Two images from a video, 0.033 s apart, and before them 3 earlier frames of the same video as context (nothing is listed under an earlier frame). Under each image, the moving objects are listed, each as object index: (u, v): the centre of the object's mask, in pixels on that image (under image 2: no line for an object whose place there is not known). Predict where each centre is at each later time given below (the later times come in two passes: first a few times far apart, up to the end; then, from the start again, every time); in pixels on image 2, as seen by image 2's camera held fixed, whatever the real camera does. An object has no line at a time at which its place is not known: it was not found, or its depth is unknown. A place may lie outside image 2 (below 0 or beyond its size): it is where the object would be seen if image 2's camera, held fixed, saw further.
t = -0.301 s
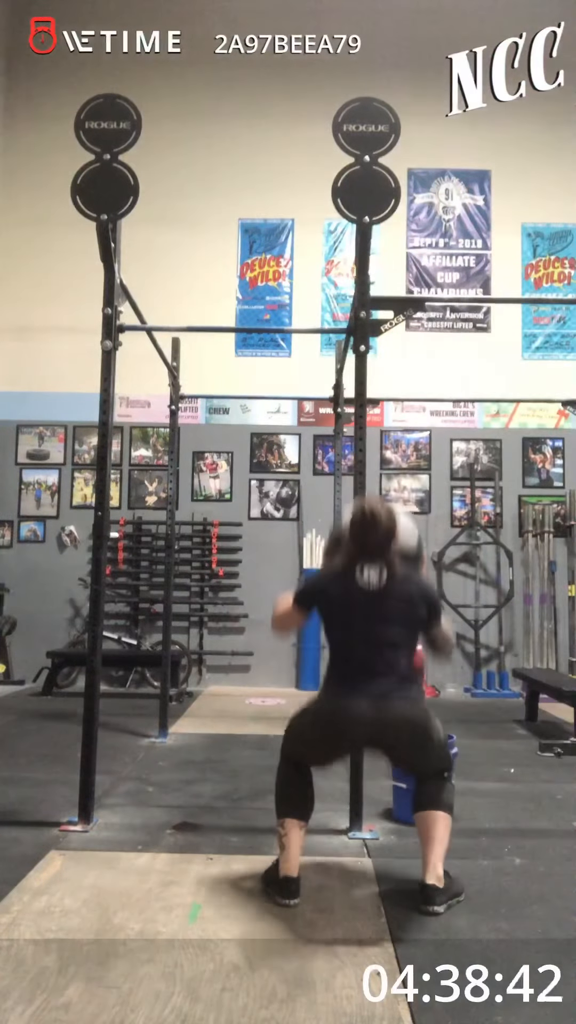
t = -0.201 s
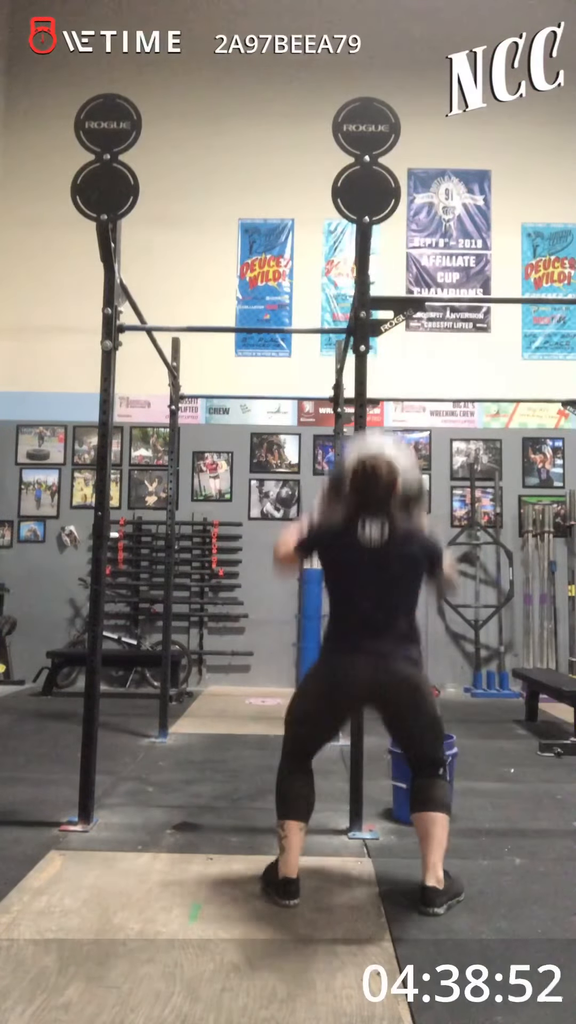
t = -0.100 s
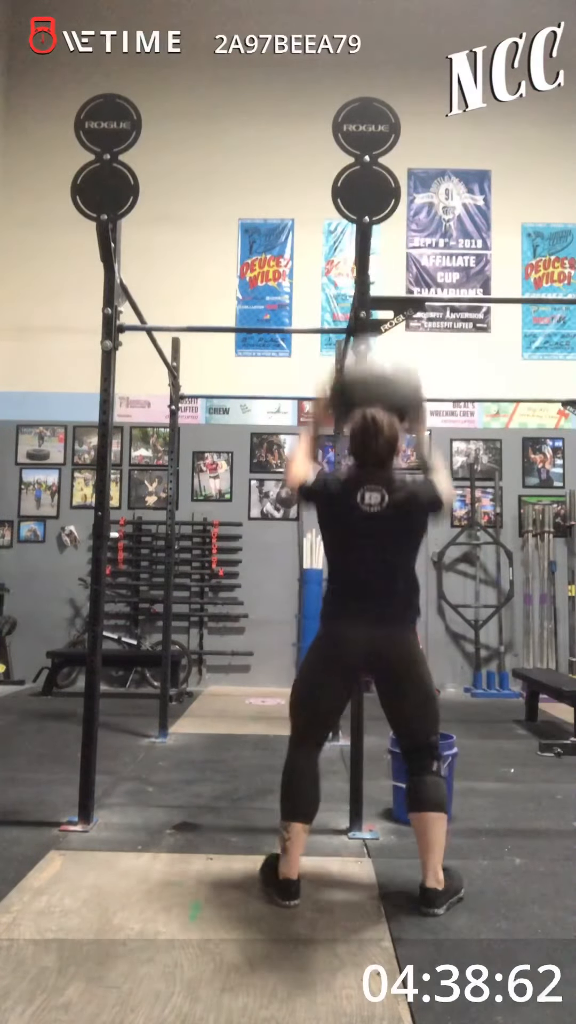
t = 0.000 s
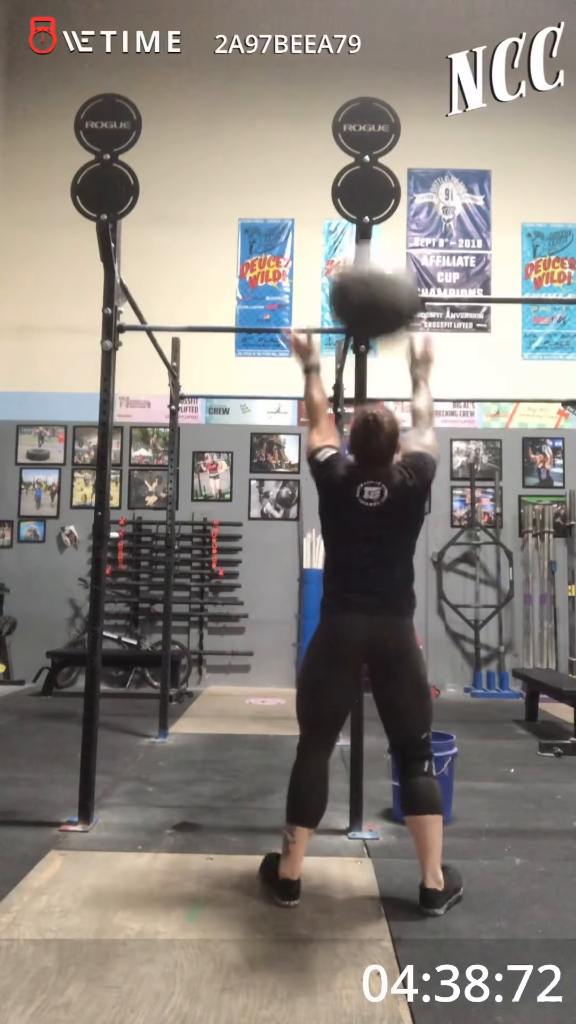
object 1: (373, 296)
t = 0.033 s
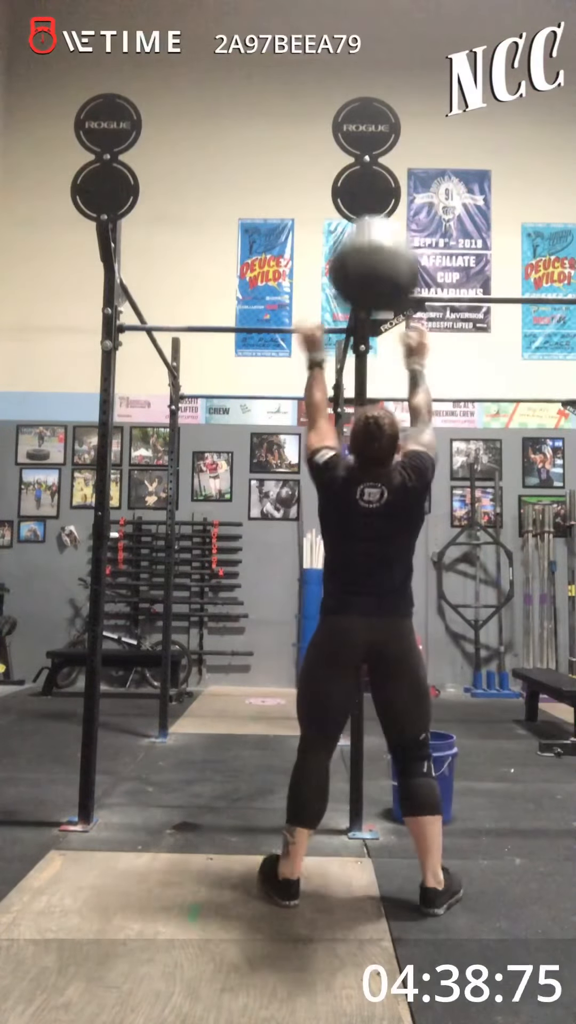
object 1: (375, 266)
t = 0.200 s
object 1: (371, 182)
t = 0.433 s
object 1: (370, 169)
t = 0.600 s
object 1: (368, 228)
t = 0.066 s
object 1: (374, 242)
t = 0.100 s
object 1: (373, 222)
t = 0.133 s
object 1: (373, 206)
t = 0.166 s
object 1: (372, 193)
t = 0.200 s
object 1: (371, 182)
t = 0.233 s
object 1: (370, 175)
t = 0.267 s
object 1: (370, 169)
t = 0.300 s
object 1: (370, 166)
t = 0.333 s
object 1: (370, 163)
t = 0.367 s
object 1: (370, 164)
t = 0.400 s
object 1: (370, 165)
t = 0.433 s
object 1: (370, 169)
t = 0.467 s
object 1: (370, 176)
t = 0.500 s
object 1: (370, 184)
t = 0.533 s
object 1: (370, 196)
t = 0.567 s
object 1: (369, 211)
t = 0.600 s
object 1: (368, 228)
